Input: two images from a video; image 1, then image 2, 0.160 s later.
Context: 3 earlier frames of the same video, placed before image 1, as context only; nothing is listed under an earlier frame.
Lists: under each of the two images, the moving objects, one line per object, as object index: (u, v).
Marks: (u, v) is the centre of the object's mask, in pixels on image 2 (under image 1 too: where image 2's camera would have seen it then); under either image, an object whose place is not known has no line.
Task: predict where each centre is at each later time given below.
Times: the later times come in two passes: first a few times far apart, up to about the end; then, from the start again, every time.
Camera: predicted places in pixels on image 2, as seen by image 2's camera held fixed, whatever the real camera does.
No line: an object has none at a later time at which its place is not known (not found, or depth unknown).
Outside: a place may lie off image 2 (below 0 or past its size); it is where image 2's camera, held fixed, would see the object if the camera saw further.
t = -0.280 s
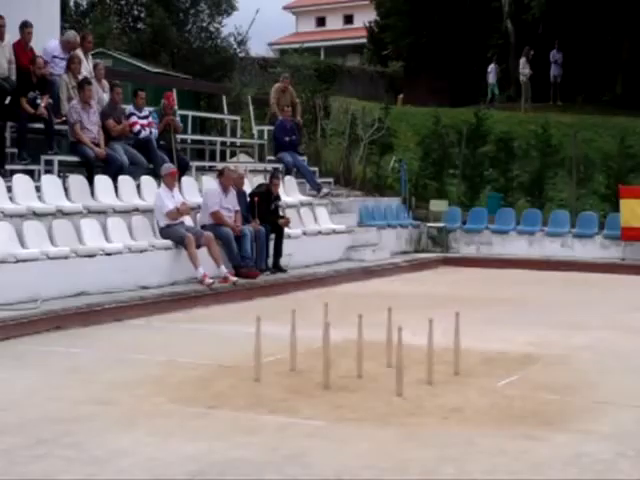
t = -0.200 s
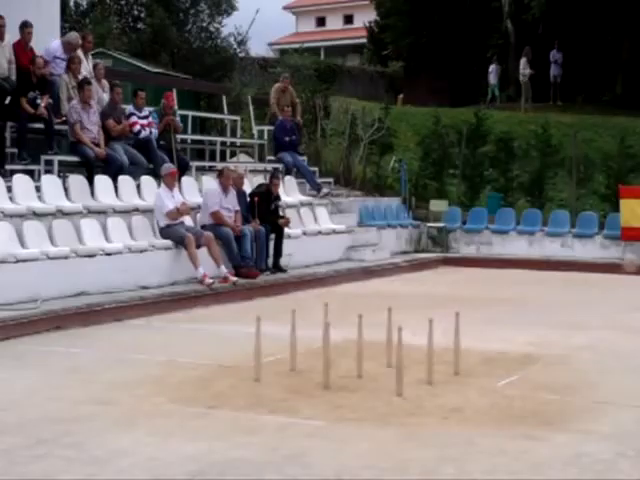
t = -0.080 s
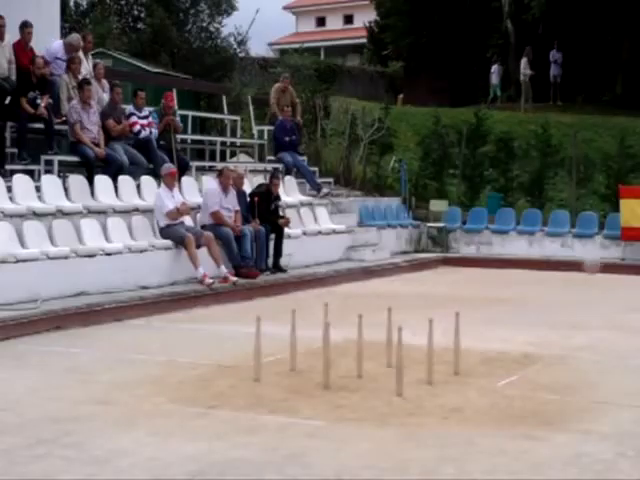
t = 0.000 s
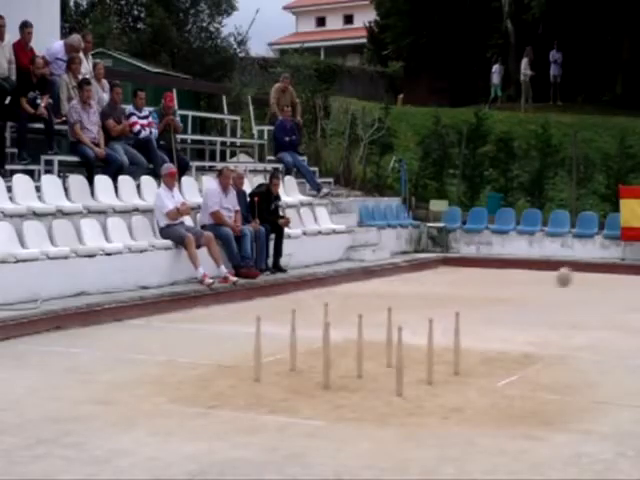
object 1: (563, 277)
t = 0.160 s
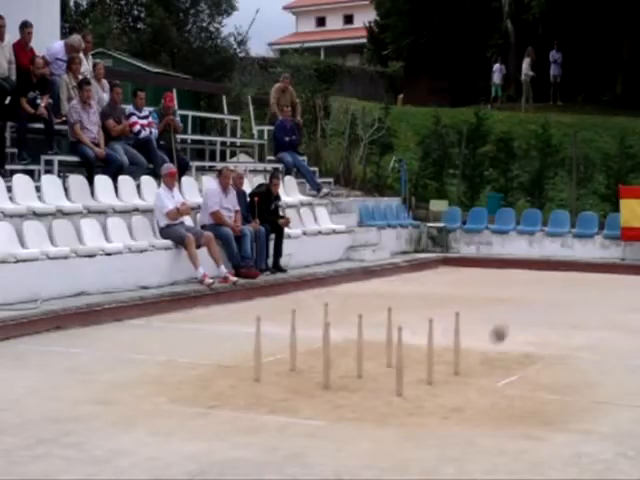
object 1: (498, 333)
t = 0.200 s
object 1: (481, 354)
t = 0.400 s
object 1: (419, 345)
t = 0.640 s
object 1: (360, 370)
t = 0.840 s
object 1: (309, 388)
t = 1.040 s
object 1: (262, 395)
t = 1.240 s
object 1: (214, 402)
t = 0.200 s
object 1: (481, 354)
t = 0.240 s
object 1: (465, 364)
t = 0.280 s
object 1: (453, 357)
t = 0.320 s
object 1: (442, 355)
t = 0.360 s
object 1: (434, 351)
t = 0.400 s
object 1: (419, 345)
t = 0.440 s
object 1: (410, 344)
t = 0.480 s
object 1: (401, 346)
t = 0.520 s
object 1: (391, 347)
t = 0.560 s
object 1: (382, 355)
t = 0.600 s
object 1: (371, 360)
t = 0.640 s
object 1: (360, 370)
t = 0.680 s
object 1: (347, 379)
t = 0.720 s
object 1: (337, 375)
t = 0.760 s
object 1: (326, 377)
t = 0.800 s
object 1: (318, 383)
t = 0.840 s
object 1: (309, 388)
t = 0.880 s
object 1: (300, 389)
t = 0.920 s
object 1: (290, 390)
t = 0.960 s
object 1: (281, 391)
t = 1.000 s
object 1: (271, 395)
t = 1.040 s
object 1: (262, 395)
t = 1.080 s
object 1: (252, 396)
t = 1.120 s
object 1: (243, 397)
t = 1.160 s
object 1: (233, 399)
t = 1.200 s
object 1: (224, 400)
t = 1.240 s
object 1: (214, 402)
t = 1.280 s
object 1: (204, 404)
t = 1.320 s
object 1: (194, 404)
